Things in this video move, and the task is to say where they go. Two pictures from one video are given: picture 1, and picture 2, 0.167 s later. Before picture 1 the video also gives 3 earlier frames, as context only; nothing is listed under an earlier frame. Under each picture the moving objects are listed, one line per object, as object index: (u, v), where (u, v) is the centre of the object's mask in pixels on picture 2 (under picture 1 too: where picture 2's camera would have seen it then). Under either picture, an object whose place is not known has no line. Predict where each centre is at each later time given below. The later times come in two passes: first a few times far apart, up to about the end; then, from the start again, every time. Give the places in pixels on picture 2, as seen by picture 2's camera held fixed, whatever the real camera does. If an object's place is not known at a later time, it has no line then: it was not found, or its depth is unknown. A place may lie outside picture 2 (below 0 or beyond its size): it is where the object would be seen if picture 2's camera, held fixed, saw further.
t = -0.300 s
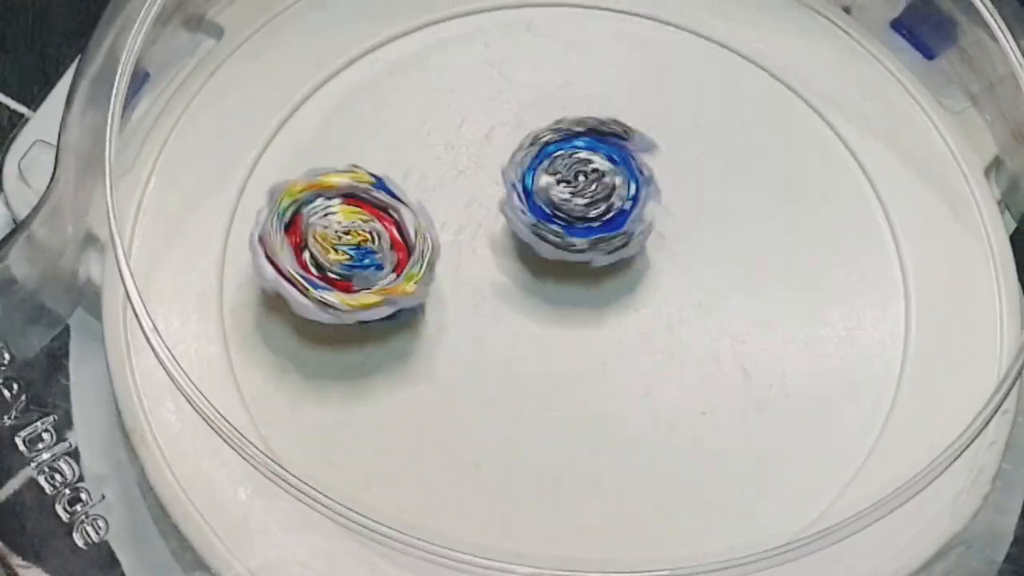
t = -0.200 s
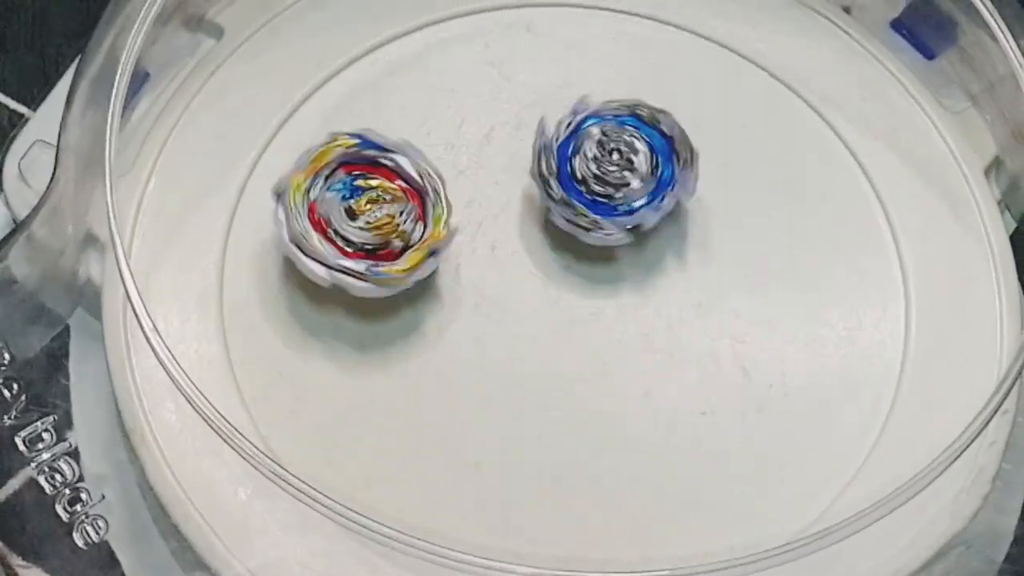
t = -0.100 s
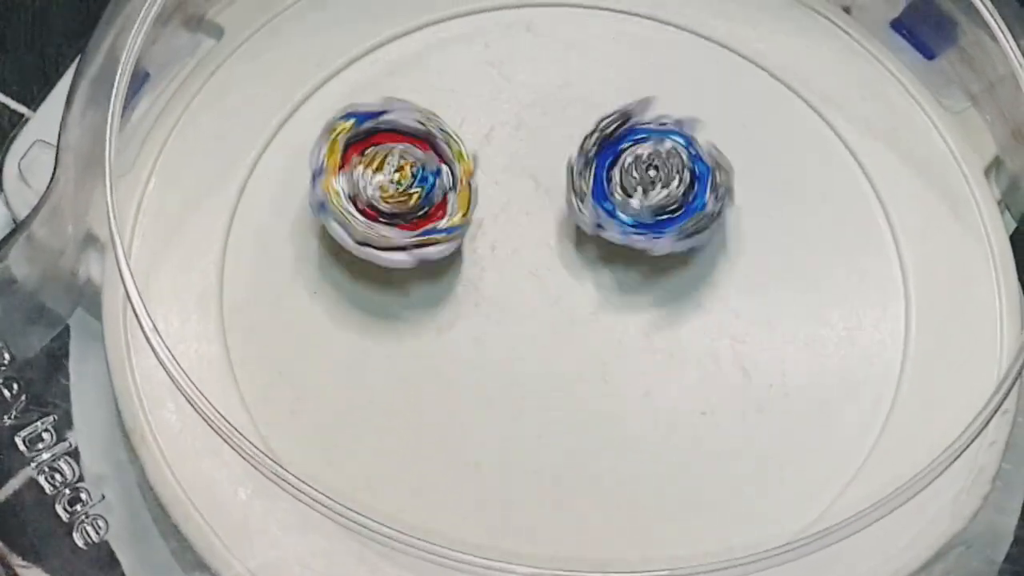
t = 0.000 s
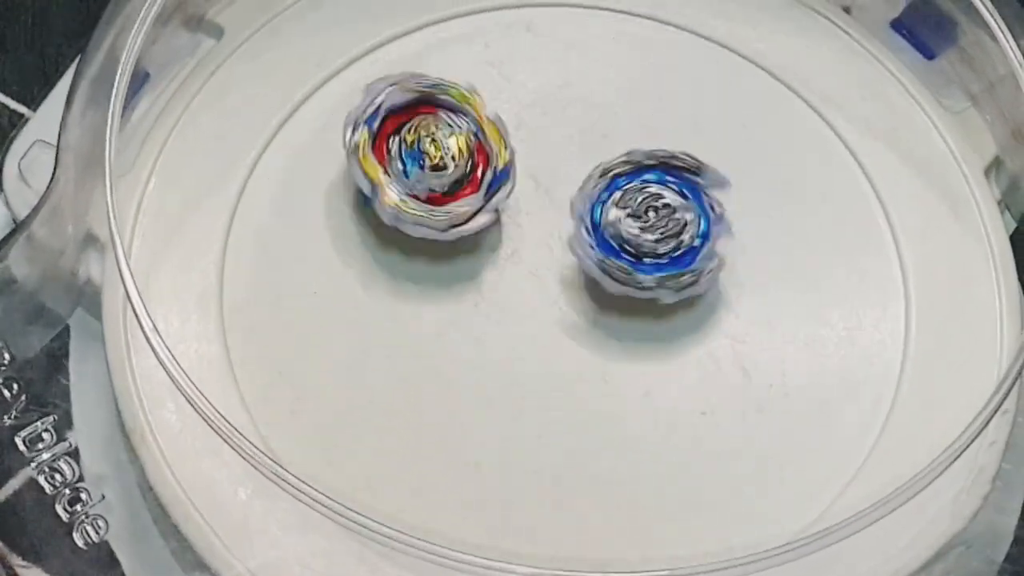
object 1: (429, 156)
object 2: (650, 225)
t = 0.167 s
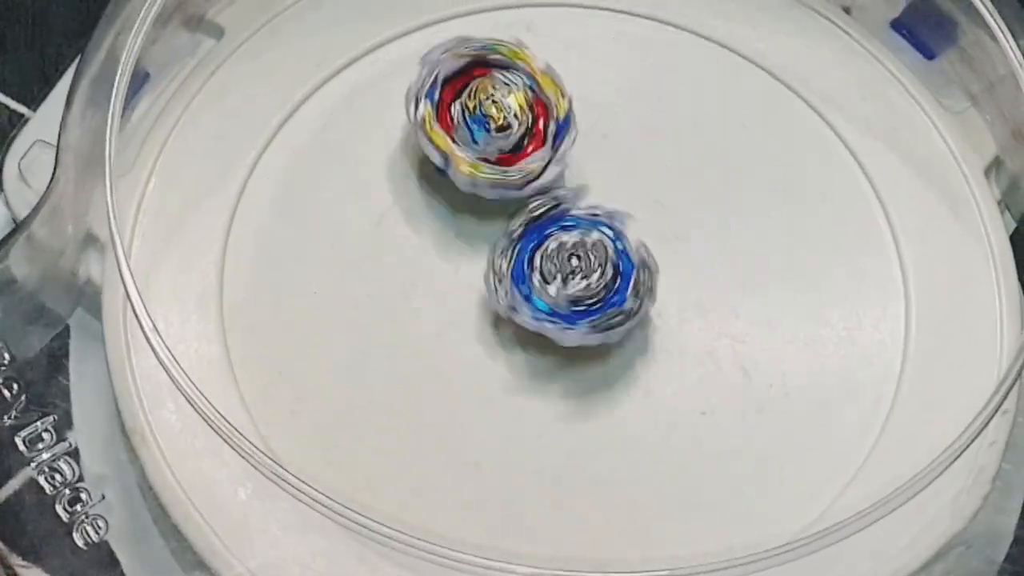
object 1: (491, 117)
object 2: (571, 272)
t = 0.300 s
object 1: (514, 85)
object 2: (508, 284)
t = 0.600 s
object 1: (607, 70)
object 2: (453, 248)
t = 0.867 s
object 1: (677, 83)
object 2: (490, 291)
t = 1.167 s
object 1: (720, 211)
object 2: (534, 339)
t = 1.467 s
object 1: (765, 311)
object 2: (488, 306)
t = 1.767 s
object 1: (711, 349)
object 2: (579, 233)
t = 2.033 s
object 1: (694, 437)
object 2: (619, 173)
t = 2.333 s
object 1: (561, 450)
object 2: (587, 192)
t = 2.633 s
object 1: (464, 475)
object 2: (604, 90)
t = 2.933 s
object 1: (442, 411)
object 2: (605, 144)
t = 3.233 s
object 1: (443, 407)
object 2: (604, 150)
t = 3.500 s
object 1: (446, 405)
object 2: (604, 152)
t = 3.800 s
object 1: (446, 401)
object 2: (600, 157)
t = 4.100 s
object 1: (447, 397)
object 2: (602, 163)
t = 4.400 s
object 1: (448, 394)
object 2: (599, 163)
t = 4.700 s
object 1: (448, 388)
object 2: (596, 169)
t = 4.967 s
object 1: (450, 383)
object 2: (596, 172)
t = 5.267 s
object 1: (453, 382)
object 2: (592, 175)
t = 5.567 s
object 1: (454, 379)
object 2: (592, 181)
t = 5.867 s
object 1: (456, 374)
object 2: (590, 182)
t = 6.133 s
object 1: (458, 373)
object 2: (585, 186)
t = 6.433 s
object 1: (457, 368)
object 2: (586, 191)
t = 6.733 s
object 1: (459, 363)
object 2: (582, 193)
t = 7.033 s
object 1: (463, 362)
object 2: (581, 200)
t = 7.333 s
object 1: (464, 359)
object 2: (581, 201)
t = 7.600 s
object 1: (466, 357)
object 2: (576, 204)
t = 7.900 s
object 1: (469, 355)
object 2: (575, 210)
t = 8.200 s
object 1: (470, 351)
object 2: (573, 211)
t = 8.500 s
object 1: (472, 347)
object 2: (571, 215)
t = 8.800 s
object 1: (476, 345)
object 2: (572, 220)
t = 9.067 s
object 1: (471, 349)
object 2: (570, 214)
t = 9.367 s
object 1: (486, 335)
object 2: (672, 208)
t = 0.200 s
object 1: (496, 104)
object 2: (560, 280)
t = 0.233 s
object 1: (500, 97)
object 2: (544, 286)
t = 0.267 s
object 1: (508, 91)
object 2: (526, 288)
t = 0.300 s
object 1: (514, 85)
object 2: (508, 284)
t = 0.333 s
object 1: (523, 81)
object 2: (492, 278)
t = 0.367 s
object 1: (526, 79)
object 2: (481, 269)
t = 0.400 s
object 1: (530, 81)
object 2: (471, 261)
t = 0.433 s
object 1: (536, 85)
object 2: (462, 250)
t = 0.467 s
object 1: (543, 91)
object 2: (458, 237)
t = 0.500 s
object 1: (560, 88)
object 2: (457, 229)
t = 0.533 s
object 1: (578, 77)
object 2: (456, 238)
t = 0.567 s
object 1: (594, 71)
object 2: (454, 244)
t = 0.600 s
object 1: (607, 70)
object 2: (453, 248)
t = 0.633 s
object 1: (620, 68)
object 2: (456, 250)
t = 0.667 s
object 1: (627, 65)
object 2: (462, 258)
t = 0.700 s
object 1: (634, 68)
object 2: (463, 263)
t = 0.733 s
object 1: (642, 68)
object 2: (465, 266)
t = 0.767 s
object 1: (652, 71)
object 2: (474, 271)
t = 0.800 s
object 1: (661, 70)
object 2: (479, 280)
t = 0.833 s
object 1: (667, 75)
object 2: (483, 286)
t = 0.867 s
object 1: (677, 83)
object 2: (490, 291)
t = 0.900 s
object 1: (684, 92)
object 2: (498, 304)
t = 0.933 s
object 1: (692, 102)
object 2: (502, 310)
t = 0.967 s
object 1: (695, 114)
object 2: (509, 315)
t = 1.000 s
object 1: (701, 132)
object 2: (516, 324)
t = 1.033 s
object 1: (706, 147)
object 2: (516, 330)
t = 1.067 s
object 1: (714, 162)
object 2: (521, 331)
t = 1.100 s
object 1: (713, 177)
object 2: (530, 336)
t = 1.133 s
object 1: (718, 195)
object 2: (531, 341)
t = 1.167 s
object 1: (720, 211)
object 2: (534, 339)
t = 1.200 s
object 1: (723, 224)
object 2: (540, 340)
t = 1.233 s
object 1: (720, 238)
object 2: (539, 341)
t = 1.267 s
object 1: (718, 254)
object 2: (543, 335)
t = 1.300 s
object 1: (719, 266)
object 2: (551, 331)
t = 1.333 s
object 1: (732, 274)
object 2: (535, 334)
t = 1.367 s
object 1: (743, 284)
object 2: (521, 330)
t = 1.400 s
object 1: (753, 295)
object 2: (509, 328)
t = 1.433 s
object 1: (759, 304)
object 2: (493, 318)
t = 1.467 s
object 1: (765, 311)
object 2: (488, 306)
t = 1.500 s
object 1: (768, 321)
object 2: (482, 293)
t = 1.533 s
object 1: (771, 329)
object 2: (485, 275)
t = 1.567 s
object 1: (771, 335)
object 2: (494, 265)
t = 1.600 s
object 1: (768, 339)
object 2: (501, 253)
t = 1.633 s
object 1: (761, 345)
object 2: (517, 242)
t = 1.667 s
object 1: (751, 347)
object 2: (530, 238)
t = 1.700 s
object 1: (739, 349)
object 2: (547, 230)
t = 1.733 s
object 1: (723, 351)
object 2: (566, 232)
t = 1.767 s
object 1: (711, 349)
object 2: (579, 233)
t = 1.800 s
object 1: (705, 366)
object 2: (584, 220)
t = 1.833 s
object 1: (711, 387)
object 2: (574, 204)
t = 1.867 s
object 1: (714, 398)
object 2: (578, 189)
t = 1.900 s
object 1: (711, 408)
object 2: (581, 184)
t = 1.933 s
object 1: (711, 420)
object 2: (590, 176)
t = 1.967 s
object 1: (710, 428)
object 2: (597, 173)
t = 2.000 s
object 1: (701, 433)
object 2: (609, 167)
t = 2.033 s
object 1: (694, 437)
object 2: (619, 173)
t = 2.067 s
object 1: (687, 440)
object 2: (627, 176)
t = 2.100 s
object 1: (676, 437)
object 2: (632, 187)
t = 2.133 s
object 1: (663, 431)
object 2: (635, 194)
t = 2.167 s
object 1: (655, 425)
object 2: (634, 210)
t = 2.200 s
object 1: (638, 416)
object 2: (627, 220)
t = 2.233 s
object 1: (622, 408)
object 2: (617, 233)
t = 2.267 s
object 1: (608, 400)
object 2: (607, 239)
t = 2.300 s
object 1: (582, 415)
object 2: (594, 230)
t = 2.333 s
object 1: (561, 450)
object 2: (587, 192)
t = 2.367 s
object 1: (543, 472)
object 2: (576, 163)
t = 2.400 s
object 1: (524, 482)
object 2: (574, 145)
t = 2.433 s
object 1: (517, 488)
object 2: (572, 129)
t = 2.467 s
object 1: (512, 490)
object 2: (574, 120)
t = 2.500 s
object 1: (502, 489)
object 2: (581, 106)
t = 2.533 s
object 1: (495, 490)
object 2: (582, 98)
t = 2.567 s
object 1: (483, 486)
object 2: (590, 91)
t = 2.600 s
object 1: (475, 483)
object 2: (596, 85)
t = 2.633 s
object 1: (464, 475)
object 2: (604, 90)
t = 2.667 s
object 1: (453, 466)
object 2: (609, 94)
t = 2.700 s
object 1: (449, 454)
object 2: (609, 105)
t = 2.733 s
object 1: (443, 437)
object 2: (613, 121)
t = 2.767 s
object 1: (444, 424)
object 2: (608, 133)
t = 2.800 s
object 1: (441, 414)
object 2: (607, 142)
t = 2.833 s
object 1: (442, 413)
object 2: (607, 143)
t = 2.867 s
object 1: (442, 412)
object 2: (606, 142)
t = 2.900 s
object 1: (442, 411)
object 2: (606, 143)
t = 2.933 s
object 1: (442, 411)
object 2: (605, 144)
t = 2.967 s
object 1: (442, 410)
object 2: (604, 144)
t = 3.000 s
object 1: (442, 409)
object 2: (604, 145)
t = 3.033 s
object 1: (442, 409)
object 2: (604, 145)
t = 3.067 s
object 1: (443, 409)
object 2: (603, 146)
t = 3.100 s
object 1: (443, 409)
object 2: (603, 147)
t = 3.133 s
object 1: (444, 408)
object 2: (604, 148)
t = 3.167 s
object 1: (443, 408)
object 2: (604, 149)
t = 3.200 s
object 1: (443, 408)
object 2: (604, 149)
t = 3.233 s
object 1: (443, 407)
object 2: (604, 150)
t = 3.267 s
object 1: (444, 407)
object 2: (605, 151)
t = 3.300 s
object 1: (445, 407)
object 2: (604, 152)
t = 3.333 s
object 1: (445, 407)
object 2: (605, 151)
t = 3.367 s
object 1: (445, 406)
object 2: (605, 152)
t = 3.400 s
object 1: (446, 406)
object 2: (605, 152)
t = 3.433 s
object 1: (446, 406)
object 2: (605, 152)
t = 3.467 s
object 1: (446, 405)
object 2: (604, 152)
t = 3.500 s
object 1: (446, 405)
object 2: (604, 152)
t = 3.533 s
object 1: (446, 405)
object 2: (604, 152)
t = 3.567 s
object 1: (445, 404)
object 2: (603, 153)
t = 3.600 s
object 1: (445, 404)
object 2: (603, 153)
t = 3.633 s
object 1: (445, 404)
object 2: (602, 154)
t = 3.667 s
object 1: (446, 403)
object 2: (601, 154)
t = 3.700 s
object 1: (446, 403)
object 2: (601, 155)
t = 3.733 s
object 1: (446, 402)
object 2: (601, 155)
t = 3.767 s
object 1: (446, 402)
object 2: (601, 156)
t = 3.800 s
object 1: (446, 401)
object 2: (600, 157)
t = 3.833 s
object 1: (447, 401)
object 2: (600, 158)
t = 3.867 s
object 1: (446, 400)
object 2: (600, 158)
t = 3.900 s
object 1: (446, 399)
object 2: (601, 159)
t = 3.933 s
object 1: (446, 398)
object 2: (600, 160)
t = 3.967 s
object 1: (446, 398)
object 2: (600, 161)
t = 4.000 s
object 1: (447, 398)
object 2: (601, 161)
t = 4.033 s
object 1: (447, 398)
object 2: (601, 162)
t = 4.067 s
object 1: (448, 397)
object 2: (602, 162)
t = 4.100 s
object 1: (447, 397)
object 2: (602, 163)
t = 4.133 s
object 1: (447, 397)
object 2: (601, 162)
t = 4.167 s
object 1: (447, 396)
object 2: (602, 163)
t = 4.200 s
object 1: (448, 396)
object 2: (602, 163)
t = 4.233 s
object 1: (448, 396)
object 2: (601, 162)
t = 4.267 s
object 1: (448, 396)
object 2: (601, 162)
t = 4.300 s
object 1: (448, 395)
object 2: (601, 162)
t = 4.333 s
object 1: (448, 395)
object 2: (600, 162)
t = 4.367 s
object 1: (448, 394)
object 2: (599, 163)
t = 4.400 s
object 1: (448, 394)
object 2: (599, 163)
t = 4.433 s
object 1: (447, 393)
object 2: (598, 163)
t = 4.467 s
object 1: (447, 392)
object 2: (598, 164)
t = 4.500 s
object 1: (447, 392)
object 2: (597, 165)
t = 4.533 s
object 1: (447, 391)
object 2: (596, 165)
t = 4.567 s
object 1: (447, 390)
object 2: (596, 166)
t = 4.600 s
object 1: (447, 390)
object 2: (596, 166)
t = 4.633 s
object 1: (447, 389)
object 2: (595, 167)
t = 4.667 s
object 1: (447, 389)
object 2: (596, 168)
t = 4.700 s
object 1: (448, 388)
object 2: (596, 169)
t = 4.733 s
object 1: (448, 387)
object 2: (595, 169)
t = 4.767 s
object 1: (448, 386)
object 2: (596, 170)
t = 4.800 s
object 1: (448, 385)
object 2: (596, 171)
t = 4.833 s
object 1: (448, 385)
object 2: (596, 172)
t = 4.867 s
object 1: (449, 384)
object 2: (596, 172)
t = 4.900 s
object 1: (449, 384)
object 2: (596, 172)
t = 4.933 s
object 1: (450, 383)
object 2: (596, 172)
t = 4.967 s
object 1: (450, 383)
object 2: (596, 172)
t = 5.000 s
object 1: (450, 384)
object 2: (596, 172)
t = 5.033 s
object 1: (450, 383)
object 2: (596, 172)
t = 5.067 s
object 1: (450, 383)
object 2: (595, 172)
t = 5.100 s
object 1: (451, 383)
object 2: (595, 173)
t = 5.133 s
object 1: (451, 383)
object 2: (594, 173)
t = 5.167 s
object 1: (452, 383)
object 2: (594, 173)
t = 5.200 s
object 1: (452, 383)
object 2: (592, 174)
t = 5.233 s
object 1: (453, 382)
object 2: (592, 174)
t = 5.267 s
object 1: (453, 382)
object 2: (592, 175)
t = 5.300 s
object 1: (452, 382)
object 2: (591, 175)
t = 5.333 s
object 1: (453, 381)
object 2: (591, 176)
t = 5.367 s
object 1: (453, 381)
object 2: (591, 177)
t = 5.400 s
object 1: (453, 381)
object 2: (591, 178)
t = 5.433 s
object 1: (453, 380)
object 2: (591, 178)
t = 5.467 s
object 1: (453, 380)
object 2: (591, 179)
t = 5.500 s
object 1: (453, 380)
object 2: (591, 180)
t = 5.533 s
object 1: (454, 379)
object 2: (591, 181)
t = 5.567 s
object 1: (454, 379)
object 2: (592, 181)
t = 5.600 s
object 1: (454, 378)
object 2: (592, 181)
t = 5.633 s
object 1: (455, 378)
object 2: (592, 182)
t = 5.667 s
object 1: (455, 378)
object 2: (593, 182)
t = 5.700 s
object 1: (455, 377)
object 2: (592, 182)
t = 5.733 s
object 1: (455, 377)
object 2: (592, 182)
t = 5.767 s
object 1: (455, 376)
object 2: (592, 182)
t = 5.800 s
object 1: (455, 375)
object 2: (591, 181)
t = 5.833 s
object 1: (455, 375)
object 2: (591, 182)
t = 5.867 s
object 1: (456, 374)
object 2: (590, 182)
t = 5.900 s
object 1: (456, 374)
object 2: (589, 182)
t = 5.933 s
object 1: (457, 374)
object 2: (589, 182)
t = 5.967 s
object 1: (457, 374)
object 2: (588, 183)
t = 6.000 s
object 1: (457, 374)
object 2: (587, 183)
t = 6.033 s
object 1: (457, 374)
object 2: (587, 184)
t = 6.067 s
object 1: (457, 374)
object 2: (586, 185)
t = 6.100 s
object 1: (458, 374)
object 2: (586, 185)
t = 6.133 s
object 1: (458, 373)
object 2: (585, 186)
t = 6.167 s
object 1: (458, 373)
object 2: (586, 187)
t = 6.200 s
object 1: (457, 372)
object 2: (586, 187)
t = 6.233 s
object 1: (457, 372)
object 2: (586, 188)
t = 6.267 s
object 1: (457, 372)
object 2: (586, 189)
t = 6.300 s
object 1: (457, 371)
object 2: (585, 190)
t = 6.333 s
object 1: (457, 370)
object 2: (586, 190)
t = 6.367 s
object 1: (457, 370)
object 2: (586, 191)
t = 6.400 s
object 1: (457, 369)
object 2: (585, 190)
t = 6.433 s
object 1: (457, 368)
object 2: (586, 191)
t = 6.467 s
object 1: (457, 368)
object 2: (586, 191)
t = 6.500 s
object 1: (457, 367)
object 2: (586, 191)
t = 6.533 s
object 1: (458, 367)
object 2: (585, 191)
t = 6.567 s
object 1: (458, 367)
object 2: (585, 191)
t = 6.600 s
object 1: (458, 366)
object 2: (585, 191)
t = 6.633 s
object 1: (458, 365)
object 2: (584, 192)
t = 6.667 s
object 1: (459, 364)
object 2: (583, 192)
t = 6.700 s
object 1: (459, 364)
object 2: (583, 192)
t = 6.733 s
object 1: (459, 363)
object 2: (582, 193)
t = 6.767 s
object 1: (460, 363)
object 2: (582, 194)
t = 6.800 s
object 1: (460, 362)
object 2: (581, 194)
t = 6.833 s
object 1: (461, 363)
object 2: (581, 195)
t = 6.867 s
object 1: (461, 362)
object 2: (580, 196)
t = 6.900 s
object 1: (461, 362)
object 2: (580, 196)
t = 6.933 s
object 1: (462, 362)
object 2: (581, 197)
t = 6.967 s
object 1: (462, 362)
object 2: (581, 198)
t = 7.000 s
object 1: (462, 362)
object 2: (581, 198)
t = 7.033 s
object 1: (463, 362)
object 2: (581, 200)
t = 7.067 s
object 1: (463, 362)
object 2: (581, 200)
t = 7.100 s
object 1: (463, 362)
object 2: (582, 200)
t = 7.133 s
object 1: (463, 361)
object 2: (582, 201)
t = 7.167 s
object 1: (463, 361)
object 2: (582, 202)
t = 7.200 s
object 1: (464, 360)
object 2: (582, 201)
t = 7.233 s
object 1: (464, 360)
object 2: (582, 202)
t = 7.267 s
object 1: (464, 360)
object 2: (582, 201)
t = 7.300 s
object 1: (464, 360)
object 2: (582, 201)
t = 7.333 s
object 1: (464, 359)
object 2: (581, 201)
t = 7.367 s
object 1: (465, 359)
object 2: (580, 201)
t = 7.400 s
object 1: (465, 359)
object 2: (580, 201)
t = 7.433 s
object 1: (465, 359)
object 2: (579, 201)
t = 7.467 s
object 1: (465, 359)
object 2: (578, 202)
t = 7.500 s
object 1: (465, 358)
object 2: (578, 202)
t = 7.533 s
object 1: (465, 358)
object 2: (577, 202)
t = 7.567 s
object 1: (466, 358)
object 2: (576, 203)
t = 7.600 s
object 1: (466, 357)
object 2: (576, 204)
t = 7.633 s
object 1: (467, 356)
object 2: (575, 204)
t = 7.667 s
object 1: (467, 356)
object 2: (575, 205)
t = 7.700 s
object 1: (467, 356)
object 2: (575, 205)
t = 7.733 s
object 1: (468, 355)
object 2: (575, 207)
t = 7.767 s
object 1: (468, 355)
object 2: (575, 207)
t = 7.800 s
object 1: (468, 355)
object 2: (575, 207)
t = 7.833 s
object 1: (469, 355)
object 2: (575, 208)
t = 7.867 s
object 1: (469, 355)
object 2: (576, 209)
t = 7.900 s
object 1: (469, 355)
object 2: (575, 210)
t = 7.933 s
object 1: (470, 355)
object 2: (575, 209)
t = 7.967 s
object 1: (470, 355)
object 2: (576, 210)
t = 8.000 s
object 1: (470, 354)
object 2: (576, 210)
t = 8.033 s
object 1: (470, 354)
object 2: (576, 210)
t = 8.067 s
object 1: (470, 353)
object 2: (576, 210)
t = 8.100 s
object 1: (470, 353)
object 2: (575, 210)
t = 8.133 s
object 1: (470, 353)
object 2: (575, 210)
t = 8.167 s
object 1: (470, 352)
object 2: (574, 211)
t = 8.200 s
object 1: (470, 351)
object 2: (573, 211)
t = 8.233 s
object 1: (470, 351)
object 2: (572, 211)
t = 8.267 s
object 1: (470, 350)
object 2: (572, 211)
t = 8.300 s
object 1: (470, 350)
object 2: (571, 212)
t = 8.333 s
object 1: (470, 349)
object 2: (571, 213)
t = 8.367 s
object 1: (471, 349)
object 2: (570, 214)
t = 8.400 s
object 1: (471, 348)
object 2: (570, 214)
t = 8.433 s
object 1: (471, 347)
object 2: (570, 215)
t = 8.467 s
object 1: (472, 347)
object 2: (570, 215)
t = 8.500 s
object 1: (472, 347)
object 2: (571, 215)
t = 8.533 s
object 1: (473, 346)
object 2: (571, 216)
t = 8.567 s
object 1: (472, 346)
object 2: (571, 217)
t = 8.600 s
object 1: (473, 345)
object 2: (571, 218)
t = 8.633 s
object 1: (474, 345)
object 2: (571, 219)
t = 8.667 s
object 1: (475, 345)
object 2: (571, 219)
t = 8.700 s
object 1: (475, 345)
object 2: (571, 219)
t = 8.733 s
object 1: (475, 344)
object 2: (571, 219)
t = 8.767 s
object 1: (475, 345)
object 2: (571, 220)
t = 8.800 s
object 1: (476, 345)
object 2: (572, 220)
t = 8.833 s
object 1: (477, 345)
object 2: (571, 219)
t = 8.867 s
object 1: (477, 346)
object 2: (571, 219)
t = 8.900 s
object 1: (476, 346)
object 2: (571, 219)
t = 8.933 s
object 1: (475, 347)
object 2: (571, 218)
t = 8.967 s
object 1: (473, 348)
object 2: (570, 217)
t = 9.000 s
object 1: (472, 348)
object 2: (570, 216)
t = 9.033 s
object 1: (472, 349)
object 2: (570, 215)
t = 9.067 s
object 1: (471, 349)
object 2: (570, 214)
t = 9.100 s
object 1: (456, 354)
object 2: (585, 201)
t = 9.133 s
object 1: (449, 356)
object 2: (599, 190)
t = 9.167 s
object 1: (453, 349)
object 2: (604, 186)
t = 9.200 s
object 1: (467, 342)
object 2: (613, 194)
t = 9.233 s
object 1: (480, 333)
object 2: (622, 199)
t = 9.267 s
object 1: (494, 330)
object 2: (628, 205)
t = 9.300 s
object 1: (506, 323)
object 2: (634, 219)
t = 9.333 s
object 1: (494, 324)
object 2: (651, 216)
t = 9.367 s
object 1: (486, 335)
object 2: (672, 208)
